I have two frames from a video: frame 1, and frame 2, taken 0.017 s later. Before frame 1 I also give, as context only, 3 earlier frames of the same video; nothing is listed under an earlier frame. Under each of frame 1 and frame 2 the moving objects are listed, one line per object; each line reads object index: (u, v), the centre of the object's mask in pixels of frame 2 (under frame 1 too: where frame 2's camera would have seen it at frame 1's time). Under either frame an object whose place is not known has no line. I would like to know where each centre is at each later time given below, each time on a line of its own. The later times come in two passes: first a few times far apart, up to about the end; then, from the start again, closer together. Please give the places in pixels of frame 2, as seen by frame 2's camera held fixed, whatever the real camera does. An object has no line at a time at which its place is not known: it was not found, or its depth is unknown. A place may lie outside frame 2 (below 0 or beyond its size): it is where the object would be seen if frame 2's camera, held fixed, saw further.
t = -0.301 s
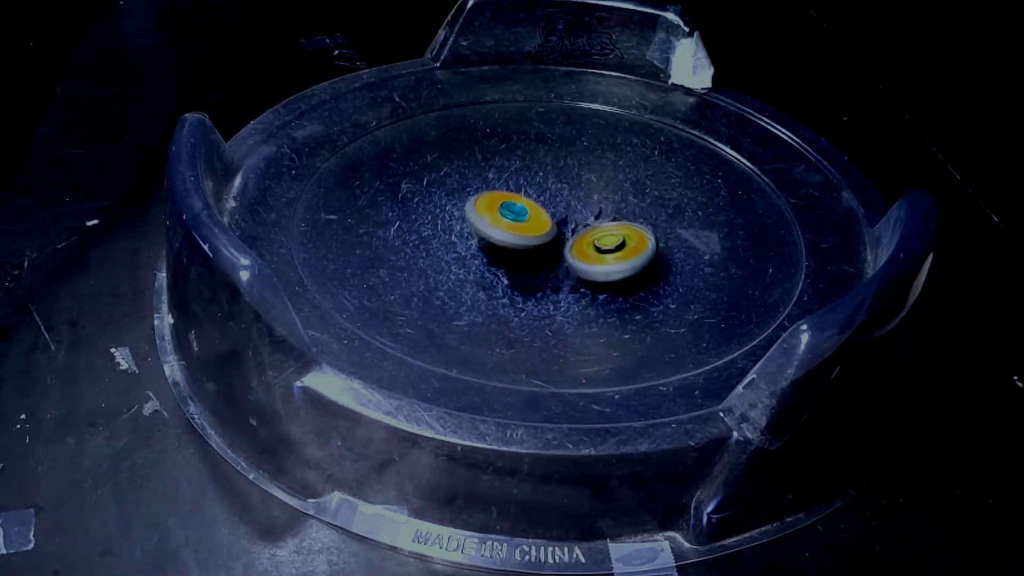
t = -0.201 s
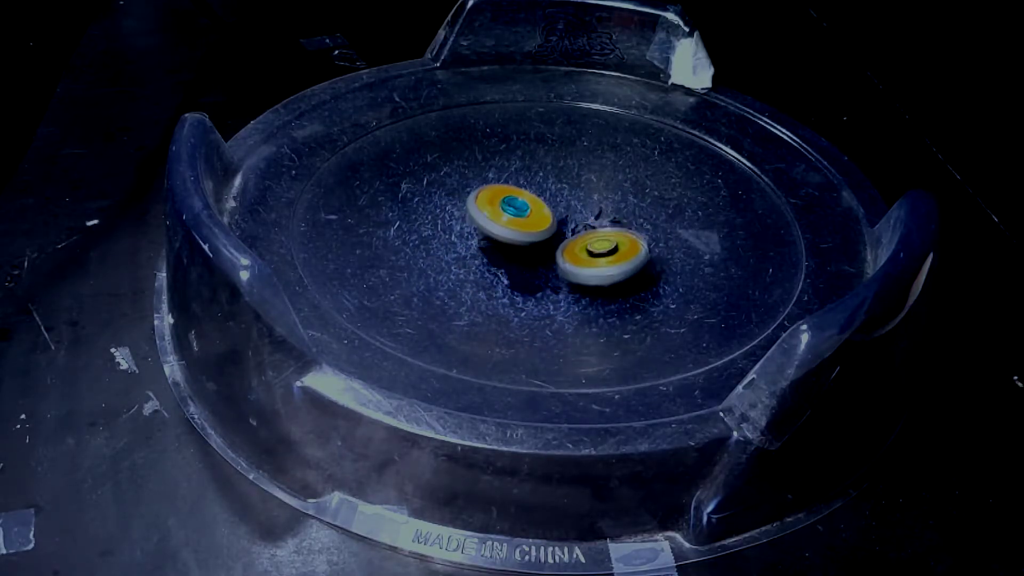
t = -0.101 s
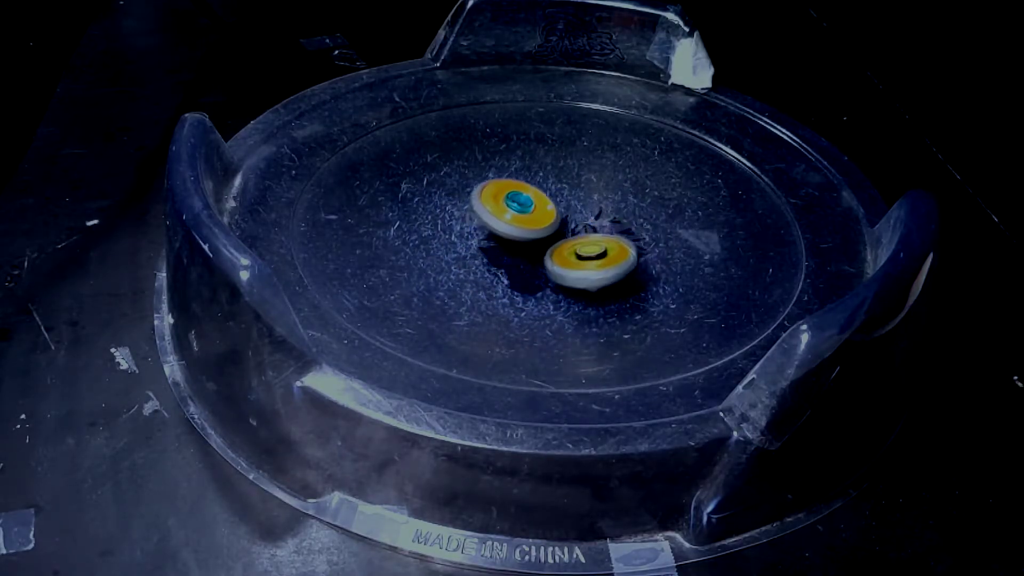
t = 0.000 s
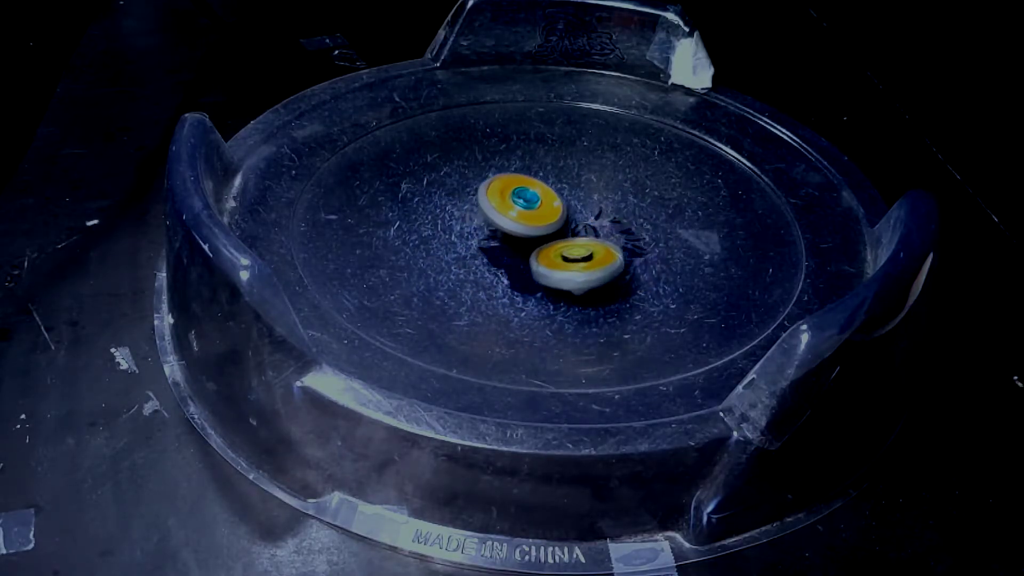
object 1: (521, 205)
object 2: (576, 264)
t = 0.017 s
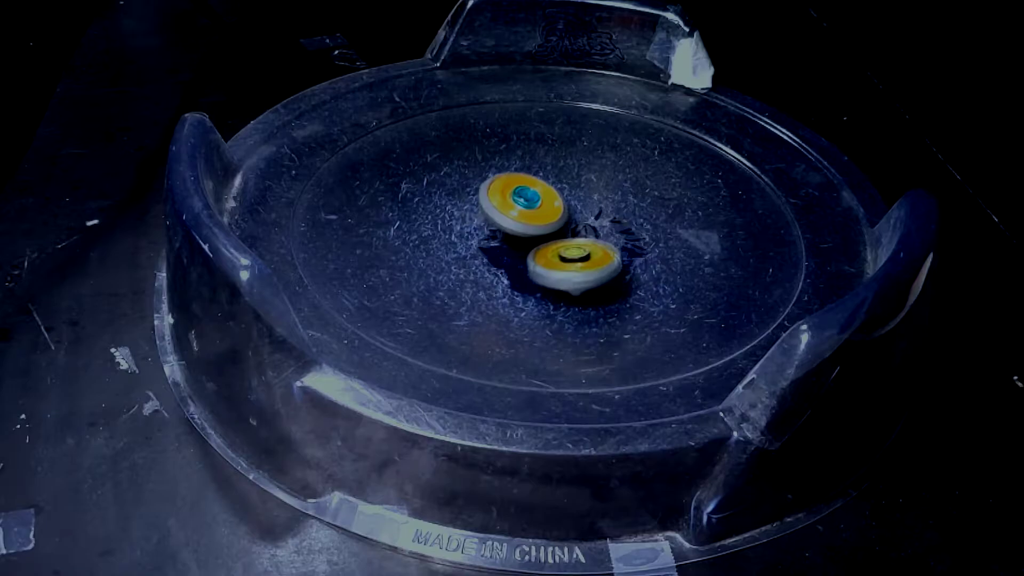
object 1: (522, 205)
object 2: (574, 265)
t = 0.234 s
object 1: (535, 195)
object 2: (533, 265)
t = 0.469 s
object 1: (554, 194)
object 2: (498, 256)
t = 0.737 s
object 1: (573, 201)
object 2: (491, 244)
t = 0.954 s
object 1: (582, 211)
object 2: (491, 220)
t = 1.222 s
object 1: (589, 226)
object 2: (498, 200)
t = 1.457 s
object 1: (577, 237)
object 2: (502, 200)
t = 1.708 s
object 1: (562, 253)
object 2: (523, 201)
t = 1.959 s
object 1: (530, 262)
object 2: (578, 212)
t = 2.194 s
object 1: (510, 253)
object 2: (602, 225)
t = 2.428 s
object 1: (501, 239)
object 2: (604, 237)
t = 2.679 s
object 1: (498, 221)
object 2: (591, 244)
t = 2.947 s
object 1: (499, 200)
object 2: (570, 250)
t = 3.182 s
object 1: (512, 179)
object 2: (560, 254)
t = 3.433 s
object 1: (544, 184)
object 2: (548, 246)
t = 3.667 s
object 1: (575, 164)
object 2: (525, 251)
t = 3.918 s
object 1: (586, 188)
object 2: (512, 228)
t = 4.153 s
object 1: (614, 217)
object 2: (486, 215)
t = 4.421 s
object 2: (489, 207)
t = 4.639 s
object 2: (519, 209)
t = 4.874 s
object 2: (544, 205)
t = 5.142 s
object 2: (573, 208)
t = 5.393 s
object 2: (583, 218)
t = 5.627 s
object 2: (579, 233)
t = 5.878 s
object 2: (567, 245)
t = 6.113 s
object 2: (556, 255)
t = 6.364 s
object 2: (564, 266)
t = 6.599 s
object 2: (553, 252)
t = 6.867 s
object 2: (530, 233)
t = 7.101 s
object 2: (512, 217)
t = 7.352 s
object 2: (500, 203)
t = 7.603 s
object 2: (522, 208)
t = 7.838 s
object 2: (551, 206)
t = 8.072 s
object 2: (580, 207)
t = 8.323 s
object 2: (608, 197)
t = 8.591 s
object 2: (642, 209)
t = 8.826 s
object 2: (634, 225)
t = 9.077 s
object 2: (612, 258)
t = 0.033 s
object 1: (523, 204)
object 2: (571, 265)
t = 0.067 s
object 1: (525, 203)
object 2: (565, 266)
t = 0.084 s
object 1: (526, 202)
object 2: (561, 266)
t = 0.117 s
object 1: (528, 200)
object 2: (554, 266)
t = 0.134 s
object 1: (529, 199)
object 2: (551, 266)
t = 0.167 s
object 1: (531, 198)
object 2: (545, 266)
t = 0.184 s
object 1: (531, 197)
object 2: (542, 266)
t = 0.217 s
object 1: (533, 196)
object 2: (536, 266)
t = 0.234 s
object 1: (535, 195)
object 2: (533, 265)
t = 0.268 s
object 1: (538, 194)
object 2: (526, 265)
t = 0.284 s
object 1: (539, 194)
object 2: (523, 264)
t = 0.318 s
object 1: (542, 194)
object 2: (517, 263)
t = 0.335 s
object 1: (543, 193)
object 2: (514, 262)
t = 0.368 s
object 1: (546, 193)
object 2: (508, 260)
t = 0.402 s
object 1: (548, 193)
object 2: (504, 259)
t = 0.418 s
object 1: (550, 193)
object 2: (502, 258)
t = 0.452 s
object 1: (552, 194)
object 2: (500, 256)
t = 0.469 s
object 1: (554, 194)
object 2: (498, 256)
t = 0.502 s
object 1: (556, 194)
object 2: (496, 255)
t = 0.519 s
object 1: (557, 194)
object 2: (496, 254)
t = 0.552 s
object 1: (560, 195)
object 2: (495, 253)
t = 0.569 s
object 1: (561, 195)
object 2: (494, 252)
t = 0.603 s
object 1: (564, 196)
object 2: (492, 250)
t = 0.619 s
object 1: (565, 197)
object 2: (492, 249)
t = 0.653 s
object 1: (567, 198)
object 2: (492, 249)
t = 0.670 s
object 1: (569, 199)
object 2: (492, 248)
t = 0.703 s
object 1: (571, 200)
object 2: (491, 246)
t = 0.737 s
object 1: (573, 201)
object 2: (491, 244)
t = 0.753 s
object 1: (574, 202)
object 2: (491, 242)
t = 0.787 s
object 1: (575, 203)
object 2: (491, 239)
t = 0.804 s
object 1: (576, 204)
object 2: (491, 238)
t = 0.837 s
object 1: (577, 205)
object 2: (491, 234)
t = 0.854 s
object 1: (578, 206)
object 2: (491, 232)
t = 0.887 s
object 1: (579, 208)
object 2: (491, 228)
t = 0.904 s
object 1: (580, 209)
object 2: (491, 226)
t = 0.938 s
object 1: (581, 211)
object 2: (490, 222)
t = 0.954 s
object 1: (582, 211)
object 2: (491, 220)
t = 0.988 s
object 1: (587, 213)
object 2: (489, 216)
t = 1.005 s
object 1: (588, 214)
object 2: (489, 214)
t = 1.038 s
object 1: (589, 216)
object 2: (490, 210)
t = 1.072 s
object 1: (590, 218)
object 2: (492, 207)
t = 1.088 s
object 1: (590, 219)
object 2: (492, 205)
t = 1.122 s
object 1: (590, 220)
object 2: (494, 203)
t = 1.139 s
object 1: (590, 221)
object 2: (495, 202)
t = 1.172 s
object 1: (590, 223)
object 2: (497, 201)
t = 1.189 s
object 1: (590, 224)
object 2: (497, 201)
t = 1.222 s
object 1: (589, 226)
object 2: (498, 200)
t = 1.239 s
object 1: (589, 226)
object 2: (498, 200)
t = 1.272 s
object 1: (588, 228)
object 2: (499, 200)
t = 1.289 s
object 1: (587, 229)
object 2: (499, 200)
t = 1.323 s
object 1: (586, 231)
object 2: (500, 200)
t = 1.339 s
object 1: (585, 231)
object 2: (500, 200)
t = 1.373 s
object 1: (583, 233)
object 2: (500, 200)
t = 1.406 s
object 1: (581, 234)
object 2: (501, 200)
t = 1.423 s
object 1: (580, 235)
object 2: (501, 200)
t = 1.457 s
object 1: (577, 237)
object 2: (502, 200)
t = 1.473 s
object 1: (576, 237)
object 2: (502, 200)
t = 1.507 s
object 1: (573, 238)
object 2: (503, 201)
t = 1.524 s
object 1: (572, 239)
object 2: (504, 201)
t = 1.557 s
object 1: (569, 239)
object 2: (507, 202)
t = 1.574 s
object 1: (567, 240)
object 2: (509, 202)
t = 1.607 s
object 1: (567, 243)
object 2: (513, 201)
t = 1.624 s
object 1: (567, 246)
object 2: (515, 201)
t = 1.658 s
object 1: (566, 251)
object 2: (518, 200)
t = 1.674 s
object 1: (565, 252)
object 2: (520, 200)
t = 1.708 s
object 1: (562, 253)
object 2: (523, 201)
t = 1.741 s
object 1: (559, 253)
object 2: (527, 202)
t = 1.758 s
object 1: (557, 253)
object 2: (529, 203)
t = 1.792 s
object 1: (554, 253)
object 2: (535, 204)
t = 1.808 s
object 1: (552, 253)
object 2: (539, 205)
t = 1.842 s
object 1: (549, 253)
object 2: (548, 206)
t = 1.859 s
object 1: (546, 254)
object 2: (553, 207)
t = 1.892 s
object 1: (540, 258)
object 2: (562, 208)
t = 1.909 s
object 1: (537, 260)
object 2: (566, 209)
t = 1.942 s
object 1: (532, 261)
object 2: (574, 211)
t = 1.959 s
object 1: (530, 262)
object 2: (578, 212)
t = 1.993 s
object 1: (526, 261)
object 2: (583, 215)
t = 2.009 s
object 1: (526, 261)
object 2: (585, 216)
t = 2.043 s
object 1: (523, 260)
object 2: (590, 218)
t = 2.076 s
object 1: (520, 259)
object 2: (593, 220)
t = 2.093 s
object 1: (519, 259)
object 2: (595, 221)
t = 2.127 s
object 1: (515, 257)
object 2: (598, 222)
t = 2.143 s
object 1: (514, 256)
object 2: (599, 223)
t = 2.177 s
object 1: (511, 254)
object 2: (601, 225)
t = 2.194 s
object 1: (510, 253)
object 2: (602, 225)
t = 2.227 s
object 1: (507, 251)
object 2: (604, 227)
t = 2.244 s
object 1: (506, 251)
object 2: (604, 228)
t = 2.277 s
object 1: (504, 249)
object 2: (605, 230)
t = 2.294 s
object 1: (504, 248)
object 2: (606, 231)
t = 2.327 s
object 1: (502, 246)
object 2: (606, 233)
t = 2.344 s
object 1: (502, 245)
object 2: (606, 234)
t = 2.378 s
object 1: (501, 243)
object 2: (606, 235)
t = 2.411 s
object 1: (501, 240)
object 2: (605, 237)
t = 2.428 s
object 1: (501, 239)
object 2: (604, 237)
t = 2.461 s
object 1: (500, 237)
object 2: (603, 238)
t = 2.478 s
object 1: (501, 235)
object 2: (602, 238)
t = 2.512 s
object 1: (501, 233)
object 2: (601, 240)
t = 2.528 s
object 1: (501, 232)
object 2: (600, 240)
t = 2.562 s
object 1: (502, 230)
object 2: (597, 242)
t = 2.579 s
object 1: (501, 229)
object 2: (596, 243)
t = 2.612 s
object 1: (498, 226)
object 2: (593, 243)
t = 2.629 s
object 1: (498, 225)
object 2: (592, 243)
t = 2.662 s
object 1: (498, 223)
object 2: (592, 244)
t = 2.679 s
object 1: (498, 221)
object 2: (591, 244)
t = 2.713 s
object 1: (493, 217)
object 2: (593, 246)
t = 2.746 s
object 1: (492, 214)
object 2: (590, 247)
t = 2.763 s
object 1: (492, 213)
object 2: (588, 247)
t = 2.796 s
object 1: (493, 210)
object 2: (584, 248)
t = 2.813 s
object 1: (494, 209)
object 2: (582, 248)
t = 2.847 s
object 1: (496, 208)
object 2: (577, 248)
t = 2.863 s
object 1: (498, 207)
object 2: (575, 249)
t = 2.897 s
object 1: (497, 203)
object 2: (575, 250)
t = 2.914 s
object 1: (498, 202)
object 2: (574, 250)
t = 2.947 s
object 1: (499, 200)
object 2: (570, 250)
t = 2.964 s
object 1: (500, 199)
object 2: (569, 250)
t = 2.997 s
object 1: (504, 197)
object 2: (566, 250)
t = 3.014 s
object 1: (505, 197)
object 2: (565, 249)
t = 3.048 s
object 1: (504, 190)
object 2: (567, 253)
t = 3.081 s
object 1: (505, 184)
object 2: (566, 254)
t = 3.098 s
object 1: (505, 183)
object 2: (564, 254)
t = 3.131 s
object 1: (508, 180)
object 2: (562, 254)
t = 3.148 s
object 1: (509, 180)
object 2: (562, 254)
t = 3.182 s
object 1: (512, 179)
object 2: (560, 254)
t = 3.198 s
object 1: (514, 179)
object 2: (560, 254)
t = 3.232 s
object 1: (517, 180)
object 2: (559, 253)
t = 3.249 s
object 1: (519, 180)
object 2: (558, 253)
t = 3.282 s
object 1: (523, 181)
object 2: (557, 252)
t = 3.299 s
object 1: (525, 181)
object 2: (557, 252)
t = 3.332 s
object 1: (530, 182)
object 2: (555, 251)
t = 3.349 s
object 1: (532, 182)
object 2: (554, 250)
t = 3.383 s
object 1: (537, 183)
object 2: (552, 248)
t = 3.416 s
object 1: (542, 184)
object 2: (548, 247)
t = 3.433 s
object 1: (544, 184)
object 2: (548, 246)
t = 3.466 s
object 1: (550, 179)
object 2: (545, 251)
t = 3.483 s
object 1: (553, 173)
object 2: (542, 255)
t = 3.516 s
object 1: (559, 165)
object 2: (538, 259)
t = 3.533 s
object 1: (561, 162)
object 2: (536, 260)
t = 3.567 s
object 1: (567, 160)
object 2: (533, 260)
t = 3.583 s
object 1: (569, 160)
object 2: (531, 258)
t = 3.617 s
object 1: (572, 161)
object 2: (528, 255)
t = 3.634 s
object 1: (573, 162)
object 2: (527, 254)
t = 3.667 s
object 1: (575, 164)
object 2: (525, 251)
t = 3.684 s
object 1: (576, 165)
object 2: (524, 249)
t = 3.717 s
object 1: (578, 168)
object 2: (522, 246)
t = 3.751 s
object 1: (580, 171)
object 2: (520, 243)
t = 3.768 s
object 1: (581, 172)
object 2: (520, 242)
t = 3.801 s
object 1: (582, 175)
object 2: (518, 238)
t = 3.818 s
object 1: (583, 177)
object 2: (516, 237)
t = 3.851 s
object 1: (584, 180)
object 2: (514, 234)
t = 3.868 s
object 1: (584, 182)
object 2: (513, 232)
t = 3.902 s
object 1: (585, 186)
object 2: (512, 230)
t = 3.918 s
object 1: (586, 188)
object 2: (512, 228)
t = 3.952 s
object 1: (588, 192)
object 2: (510, 226)
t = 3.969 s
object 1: (594, 194)
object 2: (504, 225)
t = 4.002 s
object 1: (603, 197)
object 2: (497, 223)
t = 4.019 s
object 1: (606, 198)
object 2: (495, 222)
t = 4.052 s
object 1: (610, 202)
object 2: (493, 220)
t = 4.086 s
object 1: (612, 206)
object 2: (491, 218)
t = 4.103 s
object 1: (612, 209)
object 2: (489, 218)
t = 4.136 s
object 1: (613, 214)
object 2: (487, 216)
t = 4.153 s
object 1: (614, 217)
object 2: (486, 215)
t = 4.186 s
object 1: (615, 224)
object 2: (485, 213)
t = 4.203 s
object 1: (616, 227)
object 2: (484, 212)
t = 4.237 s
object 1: (618, 235)
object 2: (483, 211)
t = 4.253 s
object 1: (619, 239)
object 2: (483, 211)
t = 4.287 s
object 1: (622, 247)
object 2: (483, 210)
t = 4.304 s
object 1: (623, 251)
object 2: (483, 209)
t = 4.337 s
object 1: (626, 259)
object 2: (483, 208)
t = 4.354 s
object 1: (628, 262)
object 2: (484, 208)
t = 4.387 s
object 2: (486, 207)
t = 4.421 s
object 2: (489, 207)
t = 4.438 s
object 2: (490, 207)
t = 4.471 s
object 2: (494, 207)
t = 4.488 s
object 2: (495, 207)
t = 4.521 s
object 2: (500, 207)
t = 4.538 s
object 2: (502, 207)
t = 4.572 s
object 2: (508, 208)
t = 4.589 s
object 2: (511, 210)
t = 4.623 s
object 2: (517, 210)
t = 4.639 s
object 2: (519, 209)
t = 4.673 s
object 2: (522, 207)
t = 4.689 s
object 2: (523, 206)
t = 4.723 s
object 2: (527, 206)
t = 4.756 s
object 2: (532, 206)
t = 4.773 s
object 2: (534, 205)
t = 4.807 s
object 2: (536, 204)
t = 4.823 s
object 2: (536, 204)
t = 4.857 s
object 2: (541, 205)
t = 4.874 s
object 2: (544, 205)
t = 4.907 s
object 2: (547, 205)
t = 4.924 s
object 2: (550, 205)
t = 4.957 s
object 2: (553, 205)
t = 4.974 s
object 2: (555, 206)
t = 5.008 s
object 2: (559, 206)
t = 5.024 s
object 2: (560, 206)
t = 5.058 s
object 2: (563, 206)
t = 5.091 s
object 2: (567, 207)
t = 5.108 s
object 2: (569, 207)
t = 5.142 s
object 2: (573, 208)
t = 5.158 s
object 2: (574, 209)
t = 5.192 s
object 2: (576, 210)
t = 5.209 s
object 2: (576, 211)
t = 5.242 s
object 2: (579, 212)
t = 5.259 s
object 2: (580, 212)
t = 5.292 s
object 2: (581, 213)
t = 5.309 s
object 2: (582, 214)
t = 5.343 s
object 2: (583, 216)
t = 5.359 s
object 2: (582, 217)
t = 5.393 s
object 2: (583, 218)
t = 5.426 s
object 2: (583, 221)
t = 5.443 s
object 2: (582, 222)
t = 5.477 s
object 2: (581, 224)
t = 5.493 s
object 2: (581, 225)
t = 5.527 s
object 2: (581, 227)
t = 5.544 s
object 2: (581, 228)
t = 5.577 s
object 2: (580, 230)
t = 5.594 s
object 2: (579, 231)
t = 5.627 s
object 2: (579, 233)
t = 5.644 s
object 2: (578, 234)
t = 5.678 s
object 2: (577, 236)
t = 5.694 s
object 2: (576, 237)
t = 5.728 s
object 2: (574, 239)
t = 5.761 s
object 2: (573, 240)
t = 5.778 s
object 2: (572, 241)
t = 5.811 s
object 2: (571, 243)
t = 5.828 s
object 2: (569, 244)
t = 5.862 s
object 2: (568, 245)
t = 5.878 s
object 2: (567, 245)
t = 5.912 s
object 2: (566, 247)
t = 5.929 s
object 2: (565, 248)
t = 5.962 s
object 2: (562, 248)
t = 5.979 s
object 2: (561, 249)
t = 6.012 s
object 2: (560, 250)
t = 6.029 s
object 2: (558, 250)
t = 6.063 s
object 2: (556, 251)
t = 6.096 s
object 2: (554, 253)
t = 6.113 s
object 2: (556, 255)
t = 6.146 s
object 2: (558, 259)
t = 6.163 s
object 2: (559, 261)
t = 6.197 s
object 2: (559, 263)
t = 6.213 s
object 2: (560, 264)
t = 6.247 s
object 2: (562, 265)
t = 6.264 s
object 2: (561, 265)
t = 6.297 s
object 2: (562, 266)
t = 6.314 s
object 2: (563, 266)
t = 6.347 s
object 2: (563, 266)
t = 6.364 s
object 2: (564, 266)
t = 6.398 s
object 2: (563, 265)
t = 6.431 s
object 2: (562, 264)
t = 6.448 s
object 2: (562, 263)
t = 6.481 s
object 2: (561, 261)
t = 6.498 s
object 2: (559, 260)
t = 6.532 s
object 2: (558, 258)
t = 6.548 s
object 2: (557, 256)
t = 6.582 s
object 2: (555, 254)
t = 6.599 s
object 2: (553, 252)
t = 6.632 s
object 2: (551, 251)
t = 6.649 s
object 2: (551, 250)
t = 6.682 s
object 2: (547, 247)
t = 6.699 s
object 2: (544, 245)
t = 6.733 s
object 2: (543, 243)
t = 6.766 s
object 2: (539, 241)
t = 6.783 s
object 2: (537, 239)
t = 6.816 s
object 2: (534, 237)
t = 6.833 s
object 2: (533, 236)
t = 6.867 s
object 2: (530, 233)
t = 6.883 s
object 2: (528, 232)
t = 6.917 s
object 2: (526, 230)
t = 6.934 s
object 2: (525, 228)
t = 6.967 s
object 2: (522, 226)
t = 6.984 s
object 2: (519, 224)
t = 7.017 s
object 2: (518, 223)
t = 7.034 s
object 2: (517, 221)
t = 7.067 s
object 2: (514, 219)
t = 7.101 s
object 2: (512, 217)
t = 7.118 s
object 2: (511, 216)
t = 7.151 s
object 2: (509, 213)
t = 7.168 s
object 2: (508, 212)
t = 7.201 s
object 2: (507, 210)
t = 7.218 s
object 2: (506, 209)
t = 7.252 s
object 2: (504, 206)
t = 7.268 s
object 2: (502, 206)
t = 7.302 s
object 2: (501, 205)
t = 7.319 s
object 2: (501, 204)
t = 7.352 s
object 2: (500, 203)
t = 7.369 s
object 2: (500, 204)
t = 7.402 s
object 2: (501, 205)
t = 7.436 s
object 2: (502, 205)
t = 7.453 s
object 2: (503, 206)
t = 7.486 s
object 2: (507, 207)
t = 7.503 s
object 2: (510, 208)
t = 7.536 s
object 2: (513, 209)
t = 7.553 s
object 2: (516, 209)
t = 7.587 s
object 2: (521, 209)
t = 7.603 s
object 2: (522, 208)
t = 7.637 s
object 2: (526, 207)
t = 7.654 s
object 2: (529, 206)
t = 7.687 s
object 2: (532, 205)
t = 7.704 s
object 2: (533, 205)
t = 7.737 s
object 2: (538, 204)
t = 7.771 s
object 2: (542, 205)
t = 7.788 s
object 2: (543, 204)
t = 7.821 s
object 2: (548, 205)
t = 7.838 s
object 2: (551, 206)
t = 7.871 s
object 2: (554, 205)
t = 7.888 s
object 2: (556, 206)
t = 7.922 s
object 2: (560, 206)
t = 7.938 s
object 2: (561, 206)
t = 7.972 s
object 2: (564, 207)
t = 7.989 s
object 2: (565, 207)
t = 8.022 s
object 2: (567, 208)
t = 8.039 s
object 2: (568, 208)
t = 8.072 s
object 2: (580, 207)
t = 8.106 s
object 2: (588, 204)
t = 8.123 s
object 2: (591, 204)
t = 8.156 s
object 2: (597, 202)
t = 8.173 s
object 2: (598, 201)
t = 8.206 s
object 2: (602, 200)
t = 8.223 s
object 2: (604, 199)
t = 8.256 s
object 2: (606, 198)
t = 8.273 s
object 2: (606, 198)
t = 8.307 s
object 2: (608, 197)
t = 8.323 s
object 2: (608, 197)
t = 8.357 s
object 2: (609, 197)
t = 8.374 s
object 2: (610, 197)
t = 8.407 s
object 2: (609, 197)
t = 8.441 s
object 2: (609, 198)
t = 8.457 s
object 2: (609, 199)
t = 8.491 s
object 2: (607, 200)
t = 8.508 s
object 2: (612, 201)
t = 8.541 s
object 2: (631, 204)
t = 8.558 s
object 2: (636, 205)
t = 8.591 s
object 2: (642, 209)
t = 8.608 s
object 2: (642, 209)
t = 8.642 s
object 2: (643, 211)
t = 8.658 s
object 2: (644, 212)
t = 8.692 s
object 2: (642, 214)
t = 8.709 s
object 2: (642, 216)
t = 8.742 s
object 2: (641, 218)
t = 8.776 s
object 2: (639, 221)
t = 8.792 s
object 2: (639, 222)
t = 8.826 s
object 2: (634, 225)
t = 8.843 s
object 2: (632, 227)
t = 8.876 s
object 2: (628, 230)
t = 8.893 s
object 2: (624, 231)
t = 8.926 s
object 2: (620, 235)
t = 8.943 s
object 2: (616, 236)
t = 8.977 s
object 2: (611, 239)
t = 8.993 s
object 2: (608, 240)
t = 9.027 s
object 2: (604, 246)
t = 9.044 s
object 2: (611, 249)
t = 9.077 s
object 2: (612, 258)
